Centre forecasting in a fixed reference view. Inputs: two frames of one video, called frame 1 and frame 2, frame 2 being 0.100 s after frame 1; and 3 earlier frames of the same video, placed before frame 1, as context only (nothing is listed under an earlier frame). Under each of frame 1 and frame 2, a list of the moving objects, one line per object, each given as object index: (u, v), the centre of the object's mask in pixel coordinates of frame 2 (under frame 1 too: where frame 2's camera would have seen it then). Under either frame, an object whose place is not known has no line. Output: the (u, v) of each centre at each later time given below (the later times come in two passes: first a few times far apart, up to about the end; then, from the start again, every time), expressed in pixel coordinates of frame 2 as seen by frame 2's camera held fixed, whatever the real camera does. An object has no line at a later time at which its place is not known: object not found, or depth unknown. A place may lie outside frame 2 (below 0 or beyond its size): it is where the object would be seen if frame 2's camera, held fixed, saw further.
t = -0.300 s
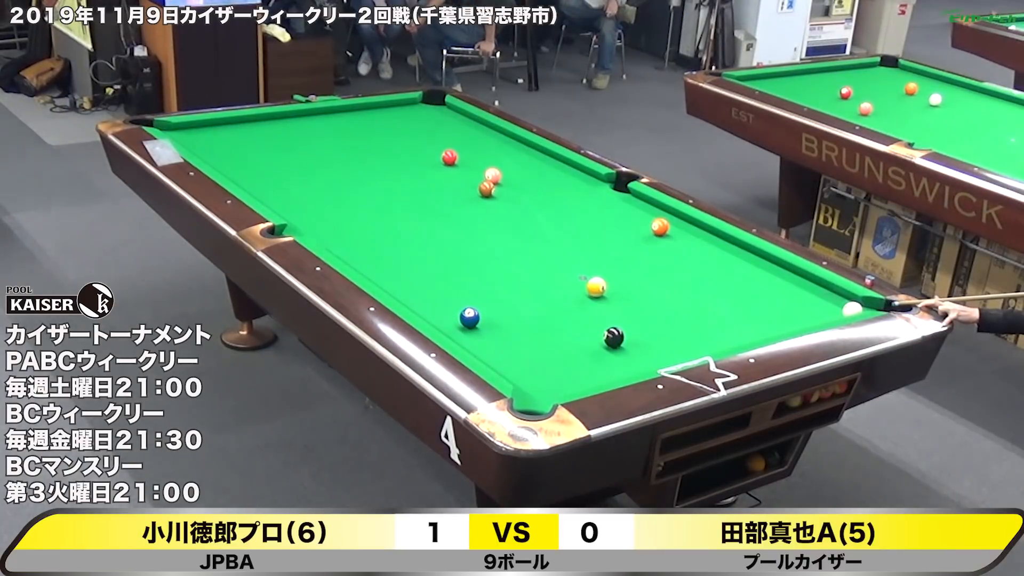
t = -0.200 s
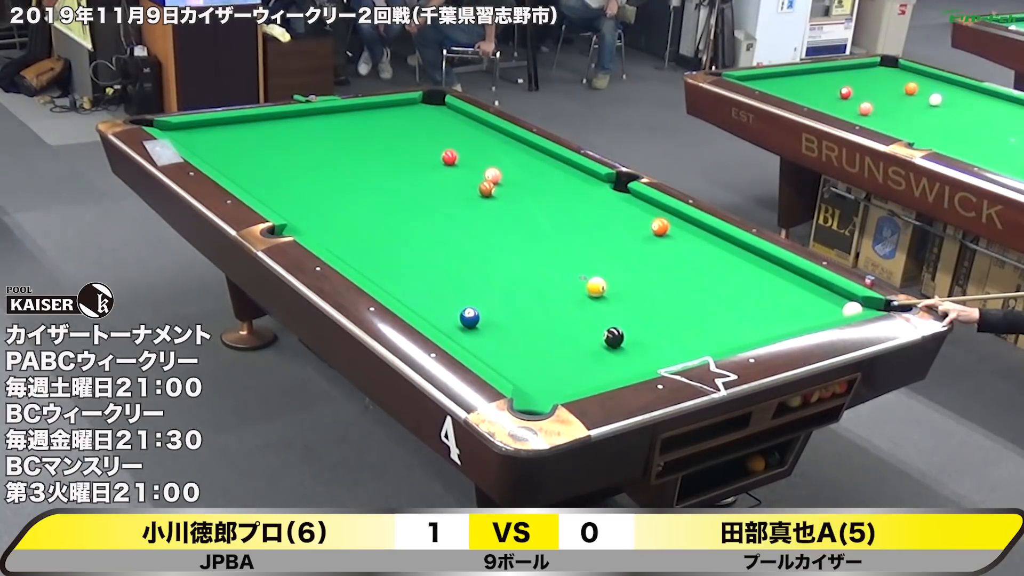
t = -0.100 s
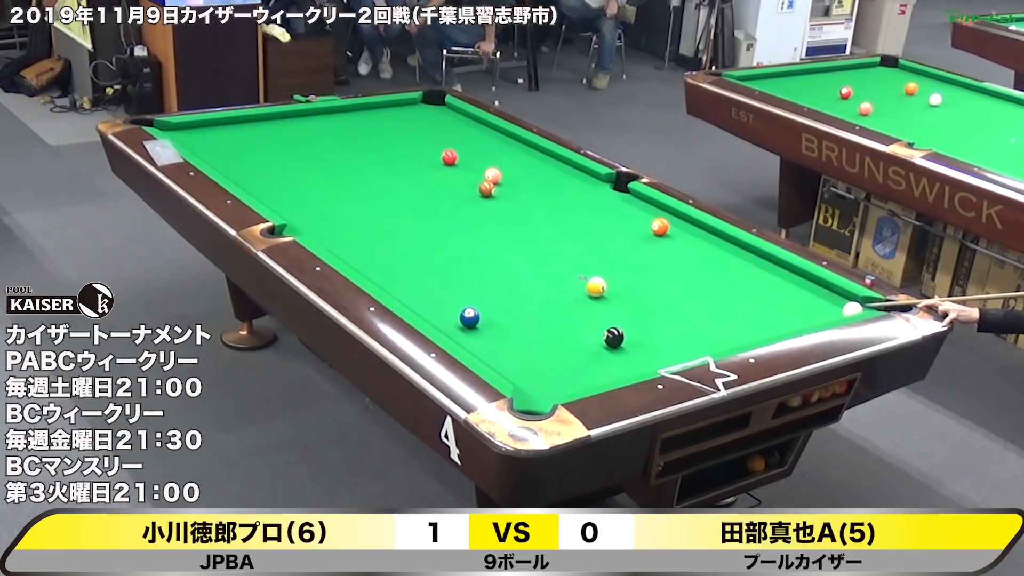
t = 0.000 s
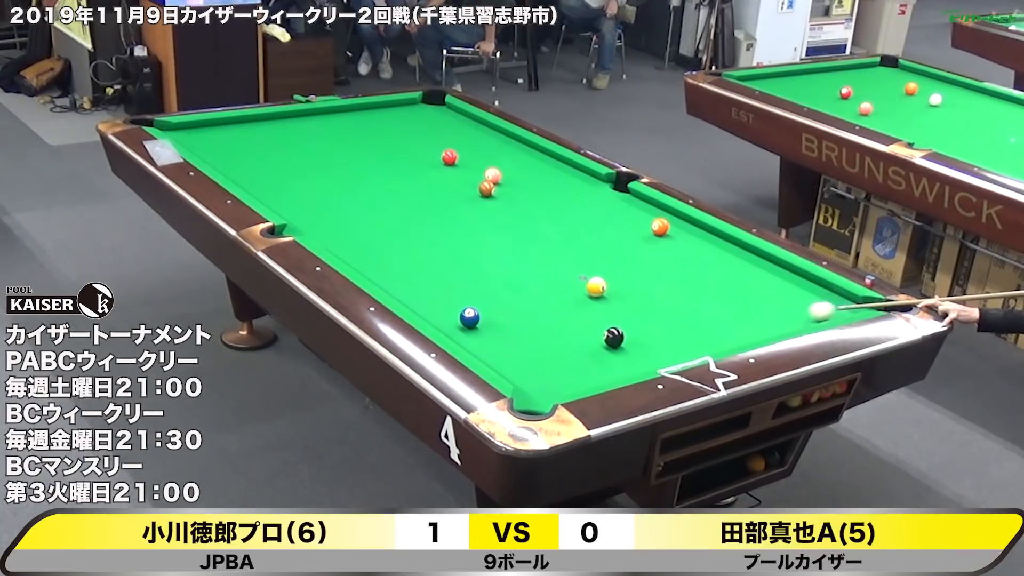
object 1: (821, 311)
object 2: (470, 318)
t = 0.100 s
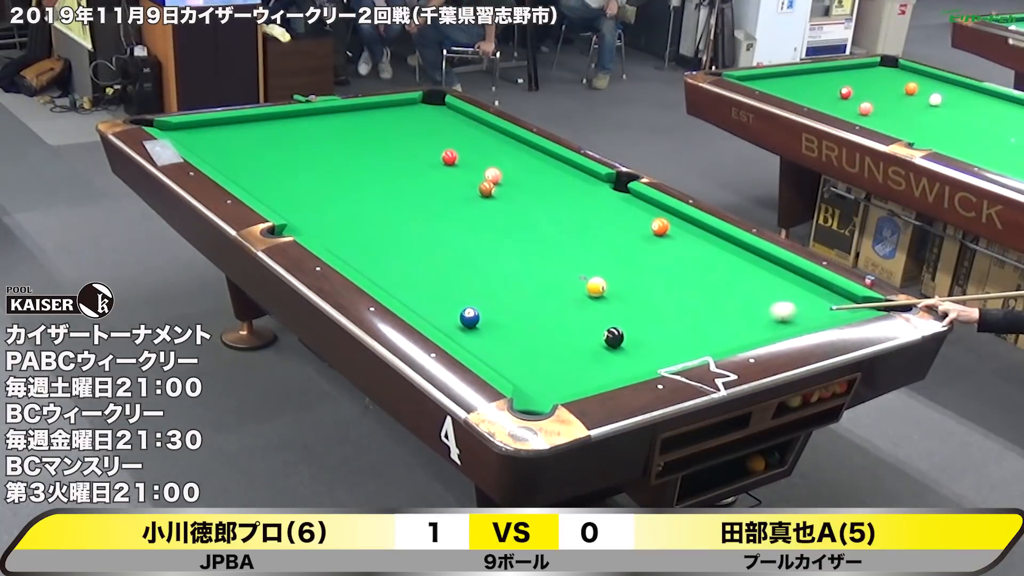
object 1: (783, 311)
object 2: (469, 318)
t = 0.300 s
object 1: (704, 311)
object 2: (469, 317)
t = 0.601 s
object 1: (588, 312)
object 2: (470, 317)
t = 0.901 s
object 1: (478, 309)
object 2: (460, 320)
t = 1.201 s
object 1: (419, 291)
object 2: (460, 326)
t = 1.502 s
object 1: (368, 272)
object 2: (491, 324)
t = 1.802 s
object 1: (356, 254)
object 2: (519, 322)
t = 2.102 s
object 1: (347, 236)
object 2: (544, 320)
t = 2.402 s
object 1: (338, 219)
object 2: (567, 318)
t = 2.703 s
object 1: (331, 205)
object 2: (588, 316)
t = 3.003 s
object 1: (325, 192)
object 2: (606, 315)
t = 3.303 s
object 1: (319, 180)
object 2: (622, 314)
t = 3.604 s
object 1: (314, 169)
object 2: (635, 313)
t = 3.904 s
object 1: (310, 160)
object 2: (647, 312)
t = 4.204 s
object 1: (306, 151)
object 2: (656, 312)
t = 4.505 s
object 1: (302, 143)
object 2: (663, 311)
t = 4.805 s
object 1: (299, 136)
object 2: (669, 310)
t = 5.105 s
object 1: (296, 130)
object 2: (672, 310)
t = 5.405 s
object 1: (294, 125)
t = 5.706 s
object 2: (674, 310)
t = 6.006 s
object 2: (674, 310)
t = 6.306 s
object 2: (674, 310)
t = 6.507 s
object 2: (674, 310)
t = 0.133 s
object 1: (770, 311)
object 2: (469, 318)
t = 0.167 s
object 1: (757, 312)
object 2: (469, 318)
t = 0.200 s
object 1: (744, 312)
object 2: (469, 318)
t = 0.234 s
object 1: (731, 312)
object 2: (469, 318)
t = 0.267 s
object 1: (717, 311)
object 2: (469, 318)
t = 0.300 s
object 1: (704, 311)
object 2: (469, 317)
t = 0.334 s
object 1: (692, 311)
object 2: (470, 318)
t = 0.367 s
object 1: (678, 312)
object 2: (469, 318)
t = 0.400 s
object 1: (666, 312)
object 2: (469, 318)
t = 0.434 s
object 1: (653, 312)
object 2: (469, 318)
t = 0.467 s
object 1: (640, 312)
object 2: (469, 318)
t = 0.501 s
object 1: (627, 312)
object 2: (469, 318)
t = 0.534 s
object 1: (614, 312)
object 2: (469, 317)
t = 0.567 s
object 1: (601, 312)
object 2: (469, 318)
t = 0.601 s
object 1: (588, 312)
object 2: (470, 317)
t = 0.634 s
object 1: (574, 312)
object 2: (469, 317)
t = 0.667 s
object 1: (560, 312)
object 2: (469, 318)
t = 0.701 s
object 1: (548, 312)
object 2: (469, 318)
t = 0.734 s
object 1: (535, 312)
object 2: (470, 318)
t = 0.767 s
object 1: (521, 313)
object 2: (469, 318)
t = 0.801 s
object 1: (508, 313)
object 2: (469, 318)
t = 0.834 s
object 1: (495, 312)
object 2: (469, 318)
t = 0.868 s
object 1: (484, 311)
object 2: (468, 318)
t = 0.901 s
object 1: (478, 309)
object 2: (460, 320)
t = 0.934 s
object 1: (471, 307)
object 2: (453, 323)
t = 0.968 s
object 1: (464, 305)
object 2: (447, 325)
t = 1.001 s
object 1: (458, 303)
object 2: (443, 325)
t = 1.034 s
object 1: (451, 301)
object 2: (443, 326)
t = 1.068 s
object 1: (444, 299)
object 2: (447, 326)
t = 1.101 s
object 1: (438, 297)
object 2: (450, 327)
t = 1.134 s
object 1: (432, 295)
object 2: (453, 327)
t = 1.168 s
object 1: (425, 293)
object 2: (457, 326)
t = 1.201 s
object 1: (419, 291)
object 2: (460, 326)
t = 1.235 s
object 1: (413, 289)
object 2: (464, 326)
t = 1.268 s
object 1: (406, 287)
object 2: (468, 326)
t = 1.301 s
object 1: (400, 286)
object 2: (471, 325)
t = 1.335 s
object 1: (394, 283)
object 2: (474, 325)
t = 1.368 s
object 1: (388, 282)
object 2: (478, 325)
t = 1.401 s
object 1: (383, 279)
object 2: (481, 325)
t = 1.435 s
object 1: (377, 276)
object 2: (484, 325)
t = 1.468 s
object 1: (371, 274)
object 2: (488, 324)
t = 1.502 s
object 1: (368, 272)
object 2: (491, 324)
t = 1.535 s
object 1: (366, 270)
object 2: (494, 324)
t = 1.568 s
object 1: (365, 268)
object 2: (497, 324)
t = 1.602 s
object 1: (363, 266)
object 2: (500, 323)
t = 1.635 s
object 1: (362, 264)
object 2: (504, 323)
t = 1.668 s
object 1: (360, 262)
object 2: (507, 323)
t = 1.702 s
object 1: (359, 260)
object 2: (510, 322)
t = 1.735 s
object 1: (358, 258)
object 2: (513, 322)
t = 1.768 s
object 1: (357, 256)
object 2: (516, 322)
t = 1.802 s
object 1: (356, 254)
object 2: (519, 322)
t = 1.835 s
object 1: (355, 252)
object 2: (522, 321)
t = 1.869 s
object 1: (354, 249)
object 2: (525, 321)
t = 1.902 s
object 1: (353, 247)
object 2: (528, 321)
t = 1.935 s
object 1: (352, 245)
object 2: (531, 321)
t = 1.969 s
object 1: (351, 243)
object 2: (533, 321)
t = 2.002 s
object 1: (350, 241)
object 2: (536, 321)
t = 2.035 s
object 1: (349, 239)
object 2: (539, 320)
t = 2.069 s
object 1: (348, 237)
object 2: (541, 320)
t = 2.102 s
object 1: (347, 236)
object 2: (544, 320)
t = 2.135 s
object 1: (346, 234)
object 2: (547, 320)
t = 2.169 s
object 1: (345, 232)
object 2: (550, 319)
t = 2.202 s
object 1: (344, 230)
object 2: (552, 319)
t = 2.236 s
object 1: (343, 228)
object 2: (555, 319)
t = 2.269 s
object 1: (342, 226)
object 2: (558, 318)
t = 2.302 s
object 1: (341, 224)
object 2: (560, 318)
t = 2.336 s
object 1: (340, 223)
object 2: (562, 319)
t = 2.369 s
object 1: (339, 221)
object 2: (564, 318)
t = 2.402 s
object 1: (338, 219)
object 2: (567, 318)
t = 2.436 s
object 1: (338, 218)
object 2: (570, 318)
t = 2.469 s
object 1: (337, 216)
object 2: (572, 318)
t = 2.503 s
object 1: (336, 214)
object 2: (574, 318)
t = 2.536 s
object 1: (335, 213)
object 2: (577, 317)
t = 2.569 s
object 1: (334, 211)
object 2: (579, 317)
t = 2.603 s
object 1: (334, 209)
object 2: (581, 317)
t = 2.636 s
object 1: (333, 208)
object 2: (584, 316)
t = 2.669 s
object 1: (332, 206)
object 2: (586, 316)
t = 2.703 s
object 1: (331, 205)
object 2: (588, 316)
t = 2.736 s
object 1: (330, 203)
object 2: (590, 316)
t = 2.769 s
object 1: (330, 202)
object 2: (592, 316)
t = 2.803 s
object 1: (329, 200)
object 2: (594, 316)
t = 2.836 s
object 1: (328, 199)
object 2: (596, 316)
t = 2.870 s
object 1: (327, 197)
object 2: (598, 316)
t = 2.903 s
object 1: (327, 196)
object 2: (600, 315)
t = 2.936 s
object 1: (326, 194)
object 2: (602, 315)
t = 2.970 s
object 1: (325, 193)
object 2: (604, 315)
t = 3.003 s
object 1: (325, 192)
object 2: (606, 315)
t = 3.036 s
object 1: (324, 190)
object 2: (608, 315)
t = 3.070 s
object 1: (323, 189)
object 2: (609, 314)
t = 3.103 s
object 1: (323, 187)
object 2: (611, 314)
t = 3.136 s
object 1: (322, 186)
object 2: (613, 314)
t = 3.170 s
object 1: (321, 185)
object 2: (615, 314)
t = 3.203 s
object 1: (321, 183)
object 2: (617, 314)
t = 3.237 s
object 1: (320, 182)
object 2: (619, 314)
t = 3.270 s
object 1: (320, 181)
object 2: (620, 314)
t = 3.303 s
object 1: (319, 180)
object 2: (622, 314)
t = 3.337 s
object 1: (319, 179)
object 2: (623, 314)
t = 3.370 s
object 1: (318, 177)
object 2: (625, 314)
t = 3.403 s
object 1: (317, 176)
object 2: (627, 313)
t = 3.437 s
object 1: (317, 175)
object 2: (628, 313)
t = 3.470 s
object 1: (316, 174)
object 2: (629, 313)
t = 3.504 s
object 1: (316, 173)
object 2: (631, 313)
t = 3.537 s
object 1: (315, 172)
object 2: (633, 313)
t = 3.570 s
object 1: (315, 170)
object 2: (634, 313)
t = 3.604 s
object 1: (314, 169)
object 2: (635, 313)
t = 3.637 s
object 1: (314, 168)
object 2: (637, 313)
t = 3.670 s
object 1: (313, 167)
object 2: (638, 313)
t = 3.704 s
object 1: (313, 166)
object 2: (639, 313)
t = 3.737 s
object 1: (312, 165)
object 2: (641, 312)
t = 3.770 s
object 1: (312, 164)
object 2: (642, 312)
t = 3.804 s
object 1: (311, 163)
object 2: (644, 312)
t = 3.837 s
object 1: (311, 162)
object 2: (645, 312)
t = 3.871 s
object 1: (310, 161)
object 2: (646, 312)
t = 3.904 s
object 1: (310, 160)
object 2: (647, 312)
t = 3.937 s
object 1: (309, 159)
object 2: (648, 312)
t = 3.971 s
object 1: (309, 158)
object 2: (649, 312)
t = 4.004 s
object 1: (308, 157)
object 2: (650, 312)
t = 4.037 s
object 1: (308, 156)
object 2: (651, 312)
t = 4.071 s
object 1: (308, 155)
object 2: (652, 312)
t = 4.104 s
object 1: (307, 154)
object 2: (653, 312)
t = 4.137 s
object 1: (307, 153)
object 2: (654, 312)
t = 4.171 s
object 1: (306, 152)
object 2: (655, 312)
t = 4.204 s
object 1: (306, 151)
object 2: (656, 312)
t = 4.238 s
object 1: (305, 150)
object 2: (657, 312)
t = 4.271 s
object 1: (305, 150)
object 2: (658, 312)
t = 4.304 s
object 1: (305, 148)
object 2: (659, 311)
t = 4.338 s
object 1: (304, 148)
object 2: (659, 311)
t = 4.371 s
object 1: (304, 147)
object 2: (660, 311)
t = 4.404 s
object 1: (304, 146)
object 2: (661, 311)
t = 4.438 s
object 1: (303, 145)
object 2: (662, 311)
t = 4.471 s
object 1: (303, 144)
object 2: (663, 311)
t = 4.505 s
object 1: (302, 143)
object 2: (663, 311)
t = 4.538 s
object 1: (302, 143)
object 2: (664, 311)
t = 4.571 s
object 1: (302, 142)
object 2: (665, 311)
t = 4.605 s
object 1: (301, 141)
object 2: (665, 311)
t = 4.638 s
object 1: (301, 140)
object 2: (666, 311)
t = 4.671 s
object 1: (301, 139)
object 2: (667, 311)
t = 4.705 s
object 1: (300, 139)
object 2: (667, 311)
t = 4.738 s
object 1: (300, 138)
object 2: (668, 310)
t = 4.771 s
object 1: (299, 137)
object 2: (668, 310)
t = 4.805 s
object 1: (299, 136)
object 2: (669, 310)
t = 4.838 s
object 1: (299, 136)
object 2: (669, 310)
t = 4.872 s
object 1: (298, 135)
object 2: (670, 310)
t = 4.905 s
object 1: (298, 135)
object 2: (670, 310)
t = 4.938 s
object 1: (298, 134)
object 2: (671, 310)
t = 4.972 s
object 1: (298, 133)
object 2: (671, 310)
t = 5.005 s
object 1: (297, 132)
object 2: (671, 310)
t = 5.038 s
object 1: (297, 131)
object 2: (672, 310)
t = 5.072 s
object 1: (297, 131)
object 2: (672, 310)
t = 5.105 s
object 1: (296, 130)
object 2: (672, 310)
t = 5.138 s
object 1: (296, 130)
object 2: (672, 310)
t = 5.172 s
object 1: (296, 129)
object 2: (673, 310)
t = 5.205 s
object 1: (295, 128)
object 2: (673, 310)
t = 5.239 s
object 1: (295, 128)
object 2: (673, 310)
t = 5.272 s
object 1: (295, 127)
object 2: (673, 310)
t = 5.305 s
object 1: (295, 127)
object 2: (673, 310)
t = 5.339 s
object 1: (294, 126)
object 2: (673, 310)
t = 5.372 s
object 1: (294, 126)
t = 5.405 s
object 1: (294, 125)
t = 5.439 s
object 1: (294, 124)
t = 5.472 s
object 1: (293, 124)
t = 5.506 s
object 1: (293, 123)
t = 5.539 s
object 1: (293, 123)
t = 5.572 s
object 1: (293, 122)
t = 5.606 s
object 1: (292, 121)
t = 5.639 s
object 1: (292, 121)
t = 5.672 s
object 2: (674, 310)
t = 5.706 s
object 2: (674, 310)
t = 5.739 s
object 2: (674, 310)
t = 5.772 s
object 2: (674, 310)
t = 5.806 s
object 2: (674, 310)
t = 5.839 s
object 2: (674, 310)
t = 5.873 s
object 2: (674, 310)
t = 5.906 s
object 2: (674, 310)
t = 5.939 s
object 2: (674, 310)
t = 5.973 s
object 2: (674, 310)
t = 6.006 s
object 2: (674, 310)
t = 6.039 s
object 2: (674, 310)
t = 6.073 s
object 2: (674, 310)
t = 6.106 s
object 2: (674, 310)
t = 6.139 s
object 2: (674, 310)
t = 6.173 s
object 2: (674, 310)
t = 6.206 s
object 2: (674, 310)
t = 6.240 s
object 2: (674, 310)
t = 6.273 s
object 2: (674, 310)
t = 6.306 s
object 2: (674, 310)
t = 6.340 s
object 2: (674, 310)
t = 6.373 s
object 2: (674, 310)
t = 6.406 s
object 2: (674, 310)
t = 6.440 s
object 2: (674, 310)
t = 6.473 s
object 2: (674, 310)
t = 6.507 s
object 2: (674, 310)
